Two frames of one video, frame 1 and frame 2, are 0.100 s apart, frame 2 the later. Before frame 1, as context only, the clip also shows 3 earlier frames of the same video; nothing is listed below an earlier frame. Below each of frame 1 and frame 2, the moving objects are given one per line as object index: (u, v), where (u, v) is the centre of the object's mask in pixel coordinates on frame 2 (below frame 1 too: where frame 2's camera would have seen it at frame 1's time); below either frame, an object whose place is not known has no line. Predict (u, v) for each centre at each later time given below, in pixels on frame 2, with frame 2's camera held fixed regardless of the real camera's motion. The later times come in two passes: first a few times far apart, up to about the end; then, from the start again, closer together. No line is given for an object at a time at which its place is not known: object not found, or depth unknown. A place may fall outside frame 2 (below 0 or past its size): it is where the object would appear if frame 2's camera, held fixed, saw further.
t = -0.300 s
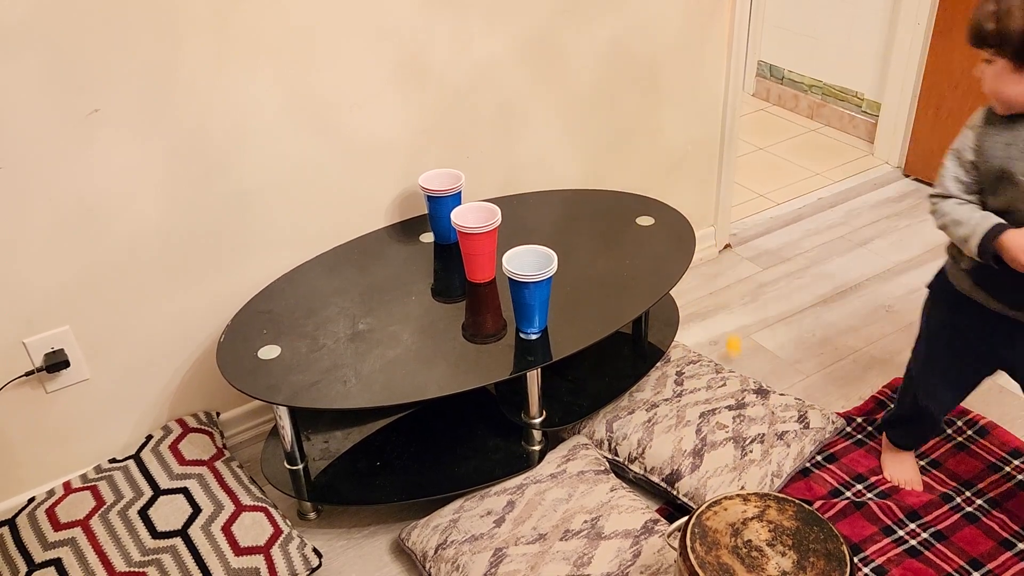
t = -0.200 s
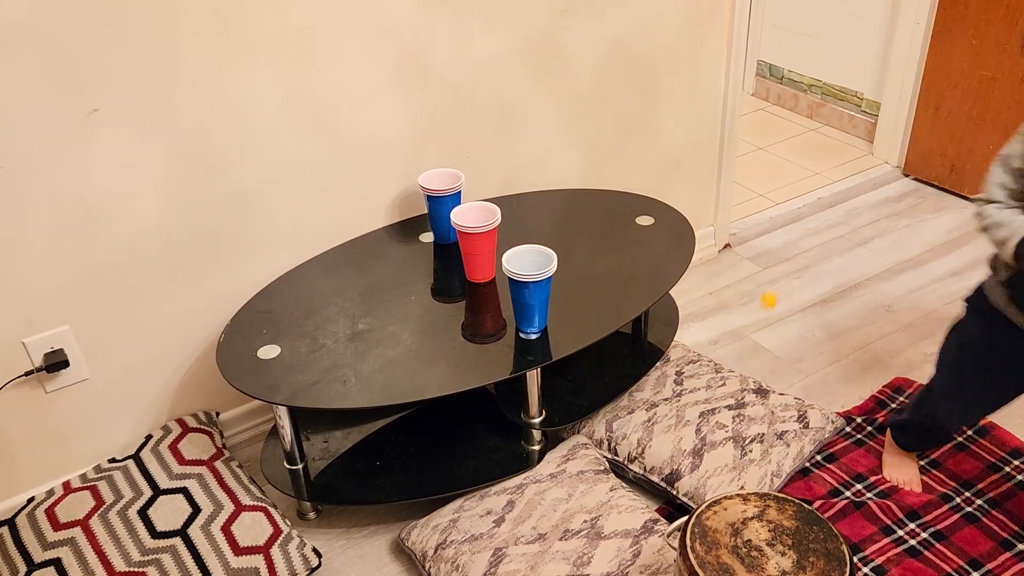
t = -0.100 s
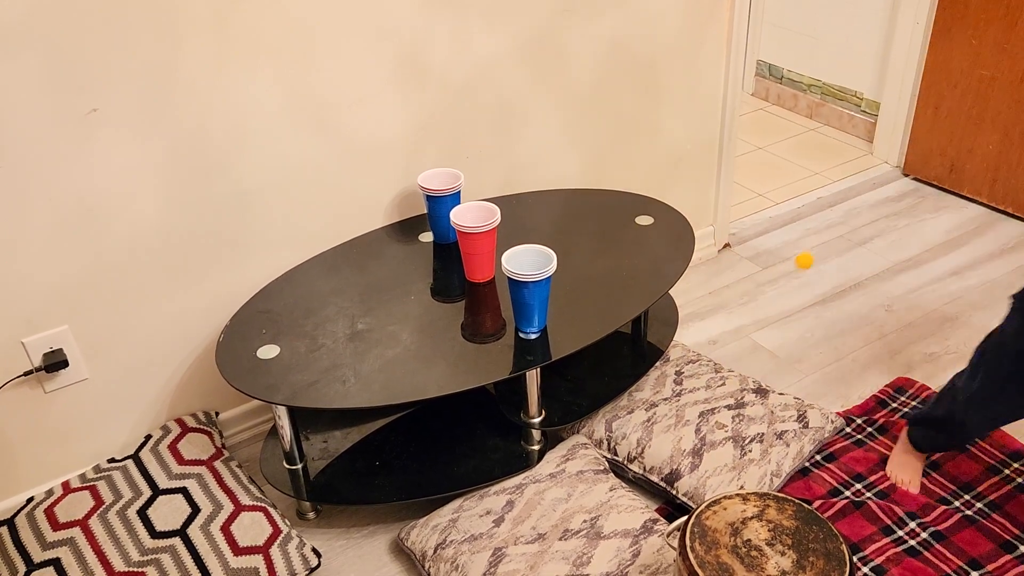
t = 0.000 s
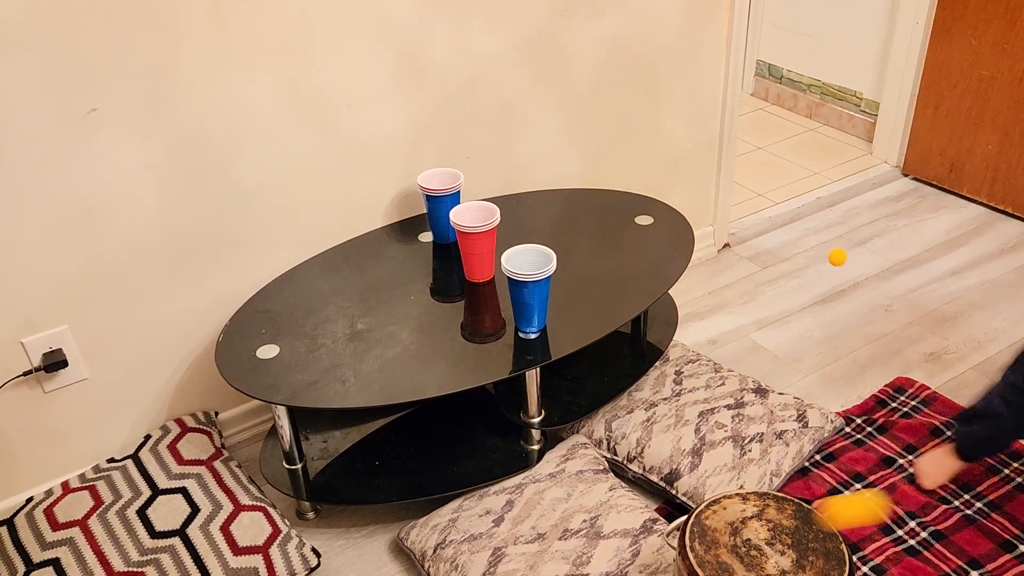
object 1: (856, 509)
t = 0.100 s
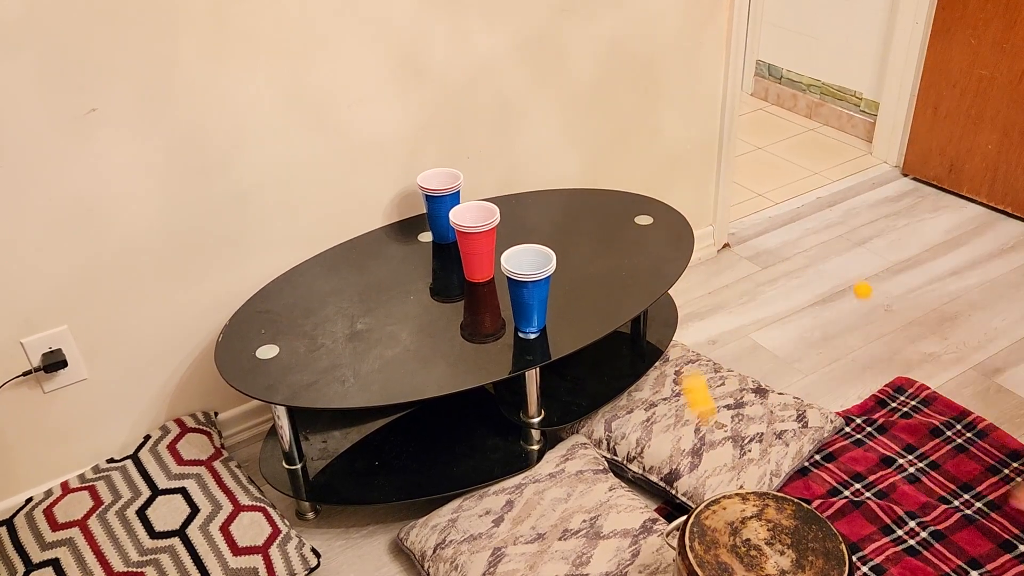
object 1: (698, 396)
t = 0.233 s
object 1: (588, 152)
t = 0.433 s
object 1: (460, 44)
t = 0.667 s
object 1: (415, 189)
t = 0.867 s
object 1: (407, 157)
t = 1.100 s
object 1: (404, 220)
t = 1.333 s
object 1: (375, 218)
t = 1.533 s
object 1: (351, 230)
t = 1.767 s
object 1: (323, 242)
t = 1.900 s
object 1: (312, 255)
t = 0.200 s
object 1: (614, 203)
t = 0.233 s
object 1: (588, 152)
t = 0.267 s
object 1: (561, 111)
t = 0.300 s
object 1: (537, 82)
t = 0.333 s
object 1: (515, 61)
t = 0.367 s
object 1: (495, 48)
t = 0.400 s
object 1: (476, 43)
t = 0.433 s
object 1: (460, 44)
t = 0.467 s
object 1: (446, 52)
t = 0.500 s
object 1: (433, 64)
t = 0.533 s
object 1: (423, 82)
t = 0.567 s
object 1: (413, 104)
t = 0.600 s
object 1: (406, 130)
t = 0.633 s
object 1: (417, 161)
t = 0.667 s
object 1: (415, 189)
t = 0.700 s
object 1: (418, 217)
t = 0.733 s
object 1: (410, 194)
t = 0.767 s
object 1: (402, 172)
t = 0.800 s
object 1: (403, 162)
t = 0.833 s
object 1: (405, 157)
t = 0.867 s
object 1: (407, 157)
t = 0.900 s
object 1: (411, 161)
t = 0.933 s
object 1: (414, 170)
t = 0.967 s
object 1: (413, 172)
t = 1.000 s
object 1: (411, 178)
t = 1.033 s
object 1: (408, 187)
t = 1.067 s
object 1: (406, 201)
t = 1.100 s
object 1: (404, 220)
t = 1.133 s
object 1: (403, 241)
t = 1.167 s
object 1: (398, 239)
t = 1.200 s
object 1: (392, 227)
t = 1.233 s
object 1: (387, 217)
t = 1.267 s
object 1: (382, 213)
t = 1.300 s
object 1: (378, 213)
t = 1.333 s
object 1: (375, 218)
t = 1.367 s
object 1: (373, 229)
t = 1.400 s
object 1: (371, 242)
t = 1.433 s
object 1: (369, 252)
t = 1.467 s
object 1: (363, 241)
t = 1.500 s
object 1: (357, 234)
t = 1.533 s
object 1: (351, 230)
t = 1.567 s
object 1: (346, 231)
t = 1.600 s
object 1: (342, 239)
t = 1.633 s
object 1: (339, 250)
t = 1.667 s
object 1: (336, 258)
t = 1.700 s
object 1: (331, 249)
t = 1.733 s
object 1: (326, 243)
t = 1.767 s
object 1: (323, 242)
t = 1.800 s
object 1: (320, 247)
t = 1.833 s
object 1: (318, 257)
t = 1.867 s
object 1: (317, 263)
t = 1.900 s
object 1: (312, 255)
